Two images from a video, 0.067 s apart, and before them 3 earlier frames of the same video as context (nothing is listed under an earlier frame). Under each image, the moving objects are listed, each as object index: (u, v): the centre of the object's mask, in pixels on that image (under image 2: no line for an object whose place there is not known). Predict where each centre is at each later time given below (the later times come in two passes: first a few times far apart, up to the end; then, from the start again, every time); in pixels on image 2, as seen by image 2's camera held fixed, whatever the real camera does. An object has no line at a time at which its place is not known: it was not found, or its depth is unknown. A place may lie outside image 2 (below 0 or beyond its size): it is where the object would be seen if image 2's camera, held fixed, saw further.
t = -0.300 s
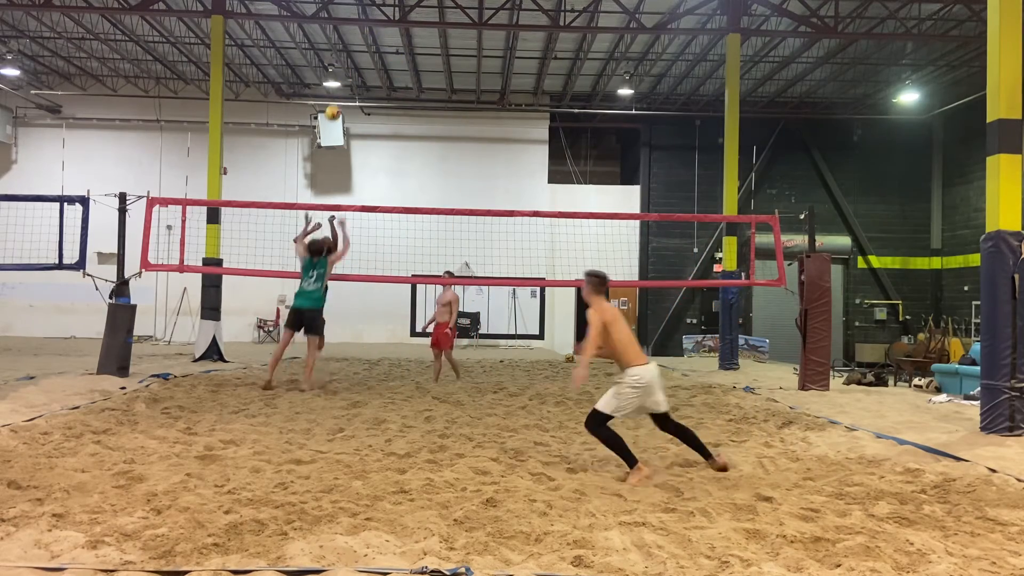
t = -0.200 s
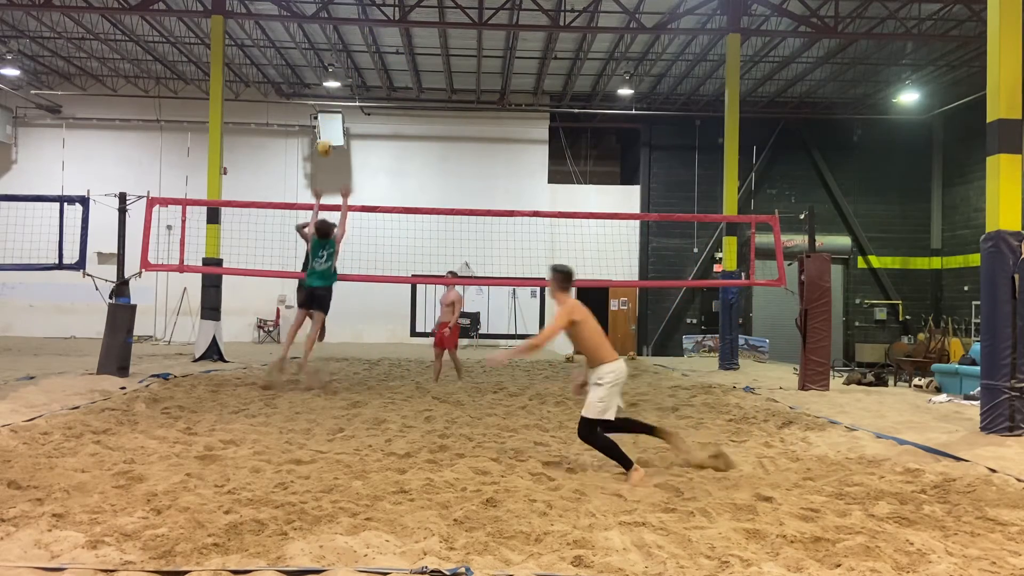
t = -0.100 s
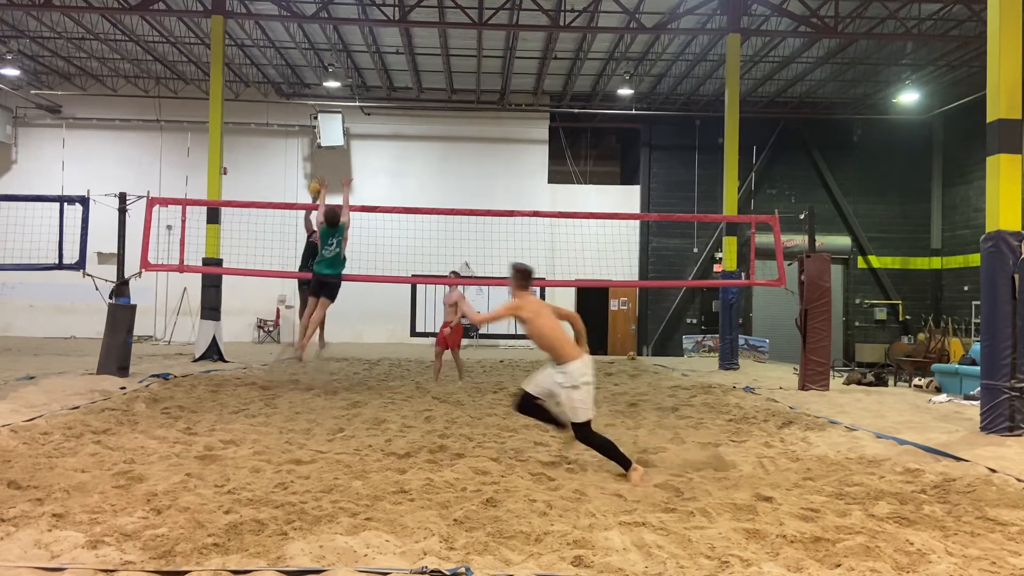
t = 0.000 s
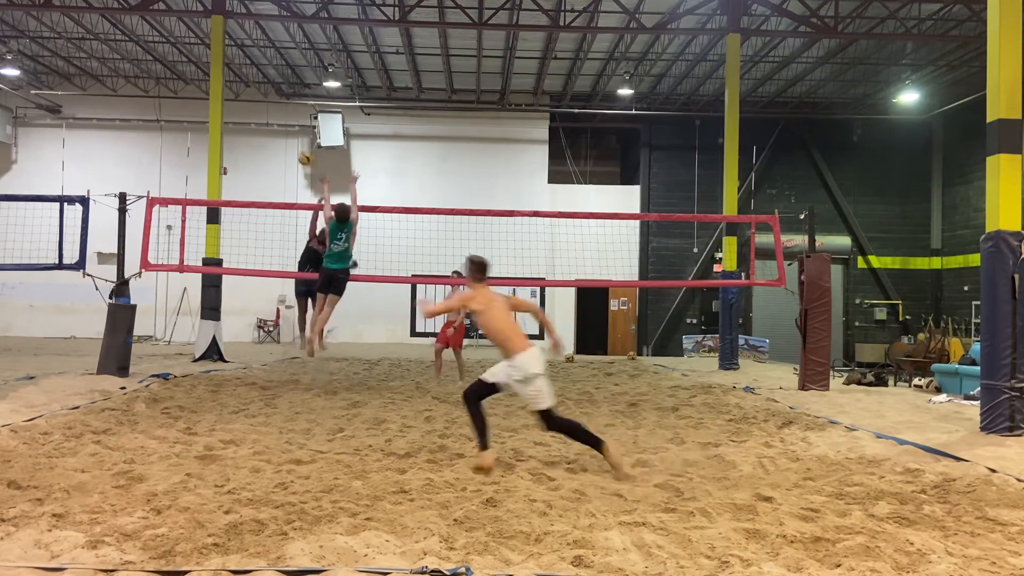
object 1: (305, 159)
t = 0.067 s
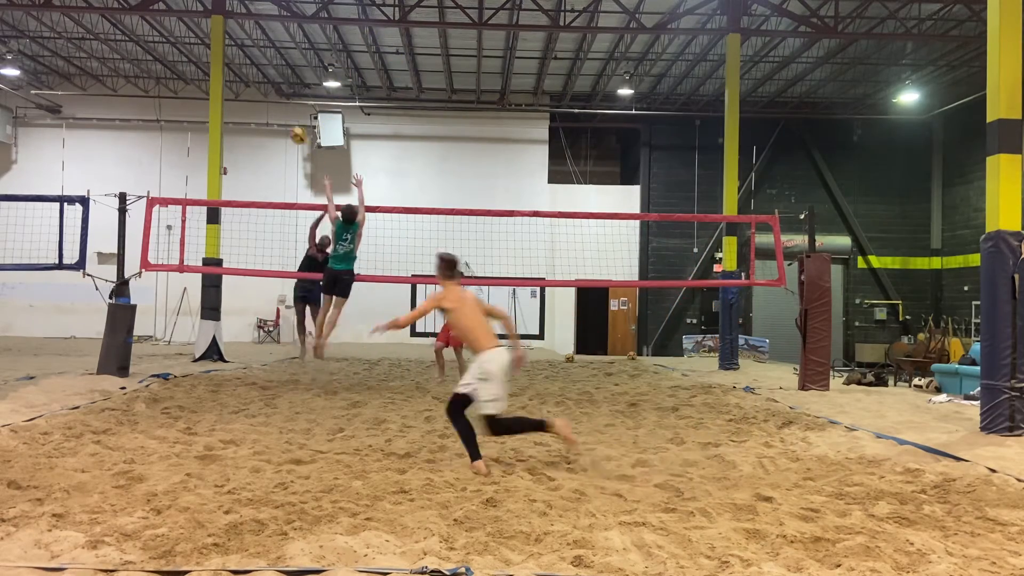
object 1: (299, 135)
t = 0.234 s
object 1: (278, 89)
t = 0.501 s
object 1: (233, 56)
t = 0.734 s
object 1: (179, 84)
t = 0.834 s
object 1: (149, 119)
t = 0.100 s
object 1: (295, 124)
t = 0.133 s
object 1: (291, 115)
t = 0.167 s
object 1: (287, 106)
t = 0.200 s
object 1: (282, 96)
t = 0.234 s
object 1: (278, 89)
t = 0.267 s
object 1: (273, 82)
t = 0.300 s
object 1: (268, 76)
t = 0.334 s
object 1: (263, 71)
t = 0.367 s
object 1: (257, 66)
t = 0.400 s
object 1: (252, 61)
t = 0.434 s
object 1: (246, 58)
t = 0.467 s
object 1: (240, 56)
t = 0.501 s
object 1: (233, 56)
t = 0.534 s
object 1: (227, 56)
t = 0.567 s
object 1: (219, 57)
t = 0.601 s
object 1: (212, 60)
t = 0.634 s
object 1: (203, 63)
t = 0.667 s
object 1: (196, 69)
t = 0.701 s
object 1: (188, 76)
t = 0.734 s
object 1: (179, 84)
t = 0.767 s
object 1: (169, 94)
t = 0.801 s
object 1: (158, 106)
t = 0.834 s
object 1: (149, 119)
